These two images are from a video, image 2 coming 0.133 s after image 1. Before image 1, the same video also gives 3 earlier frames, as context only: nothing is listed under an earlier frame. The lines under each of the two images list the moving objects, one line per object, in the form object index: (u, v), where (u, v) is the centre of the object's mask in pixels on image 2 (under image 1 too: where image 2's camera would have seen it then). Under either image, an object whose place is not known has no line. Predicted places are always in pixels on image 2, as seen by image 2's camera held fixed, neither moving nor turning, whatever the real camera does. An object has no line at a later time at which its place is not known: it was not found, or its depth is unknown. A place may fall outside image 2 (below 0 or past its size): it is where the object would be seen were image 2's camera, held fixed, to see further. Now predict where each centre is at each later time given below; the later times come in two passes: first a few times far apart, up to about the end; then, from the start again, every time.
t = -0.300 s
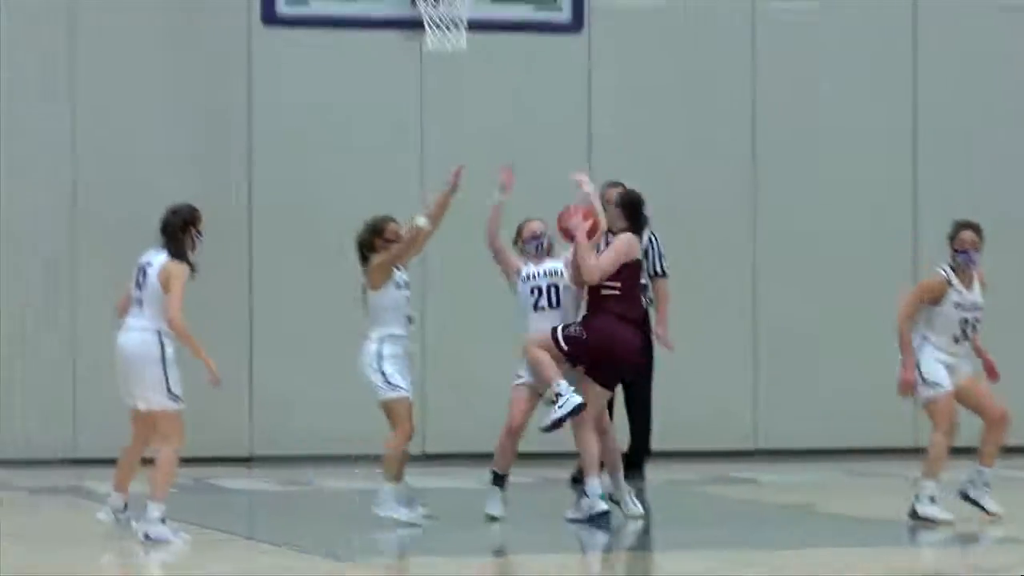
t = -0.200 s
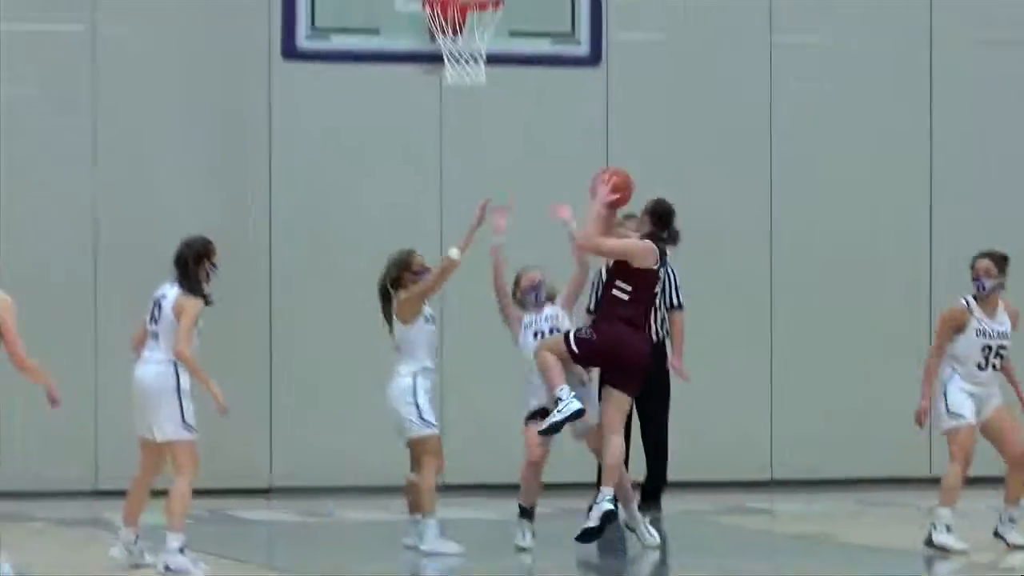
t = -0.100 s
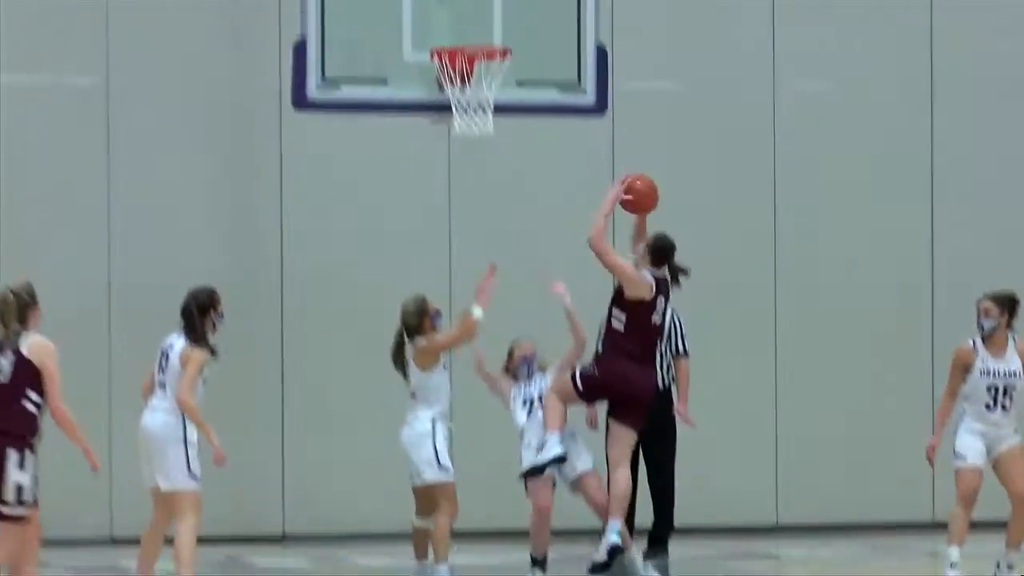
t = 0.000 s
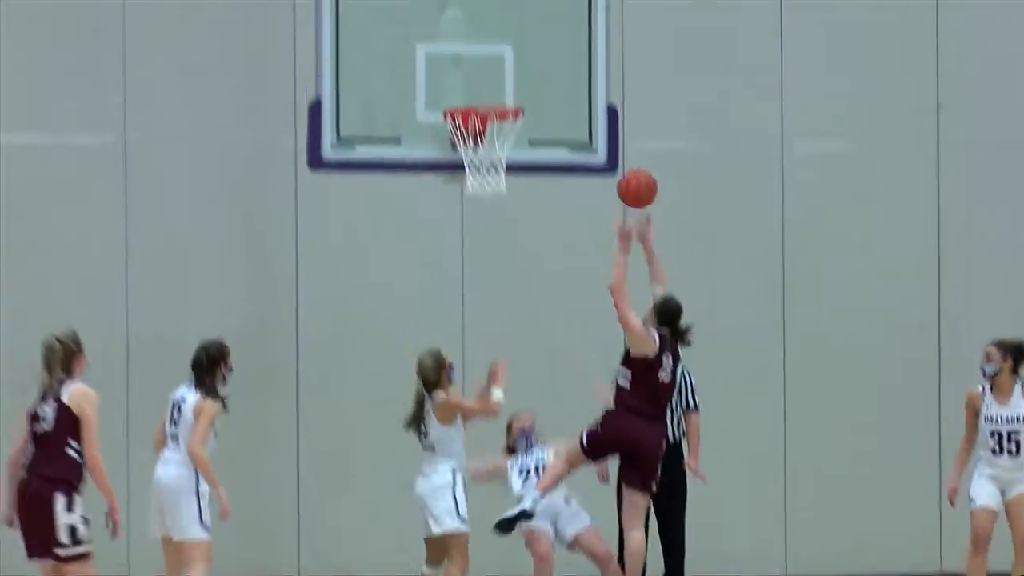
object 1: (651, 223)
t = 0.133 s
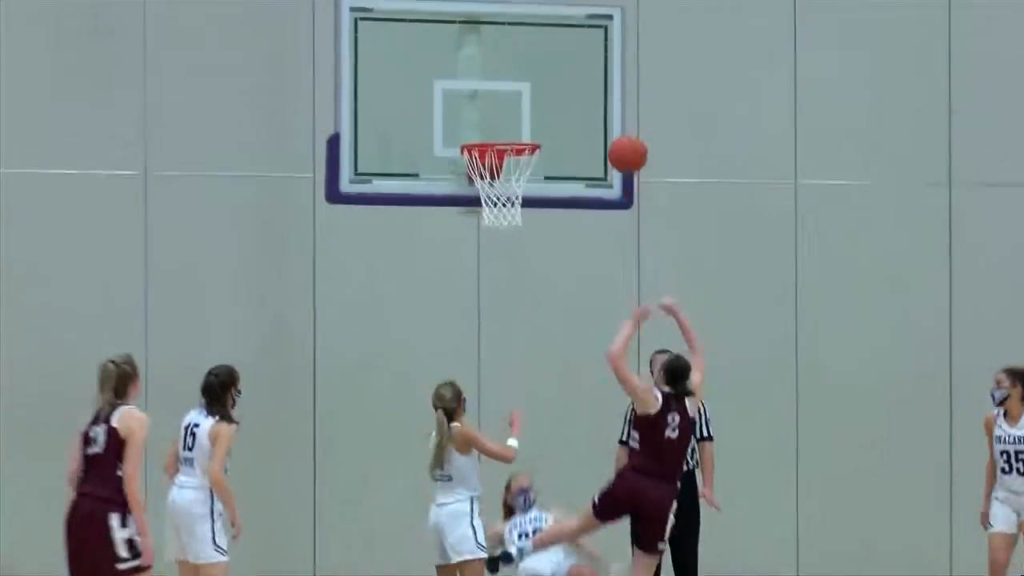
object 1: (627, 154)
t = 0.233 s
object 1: (610, 123)
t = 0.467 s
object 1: (570, 114)
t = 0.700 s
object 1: (596, 156)
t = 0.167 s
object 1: (622, 142)
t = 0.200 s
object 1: (616, 131)
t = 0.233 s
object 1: (610, 123)
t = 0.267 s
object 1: (604, 116)
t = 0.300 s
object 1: (598, 112)
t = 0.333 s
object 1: (592, 109)
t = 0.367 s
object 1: (586, 107)
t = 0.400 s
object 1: (581, 108)
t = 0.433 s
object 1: (575, 110)
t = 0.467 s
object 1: (570, 114)
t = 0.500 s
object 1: (564, 120)
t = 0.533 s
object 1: (559, 128)
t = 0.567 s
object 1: (558, 135)
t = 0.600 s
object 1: (567, 138)
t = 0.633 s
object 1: (577, 143)
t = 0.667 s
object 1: (587, 149)
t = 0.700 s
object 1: (596, 156)
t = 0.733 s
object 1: (606, 166)
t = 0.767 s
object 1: (615, 176)
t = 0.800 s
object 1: (626, 189)
